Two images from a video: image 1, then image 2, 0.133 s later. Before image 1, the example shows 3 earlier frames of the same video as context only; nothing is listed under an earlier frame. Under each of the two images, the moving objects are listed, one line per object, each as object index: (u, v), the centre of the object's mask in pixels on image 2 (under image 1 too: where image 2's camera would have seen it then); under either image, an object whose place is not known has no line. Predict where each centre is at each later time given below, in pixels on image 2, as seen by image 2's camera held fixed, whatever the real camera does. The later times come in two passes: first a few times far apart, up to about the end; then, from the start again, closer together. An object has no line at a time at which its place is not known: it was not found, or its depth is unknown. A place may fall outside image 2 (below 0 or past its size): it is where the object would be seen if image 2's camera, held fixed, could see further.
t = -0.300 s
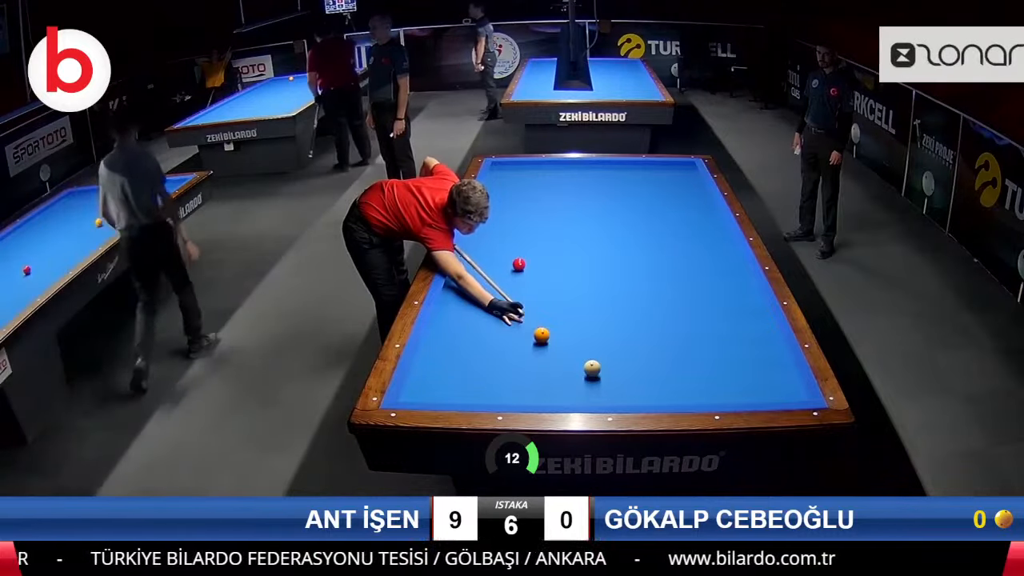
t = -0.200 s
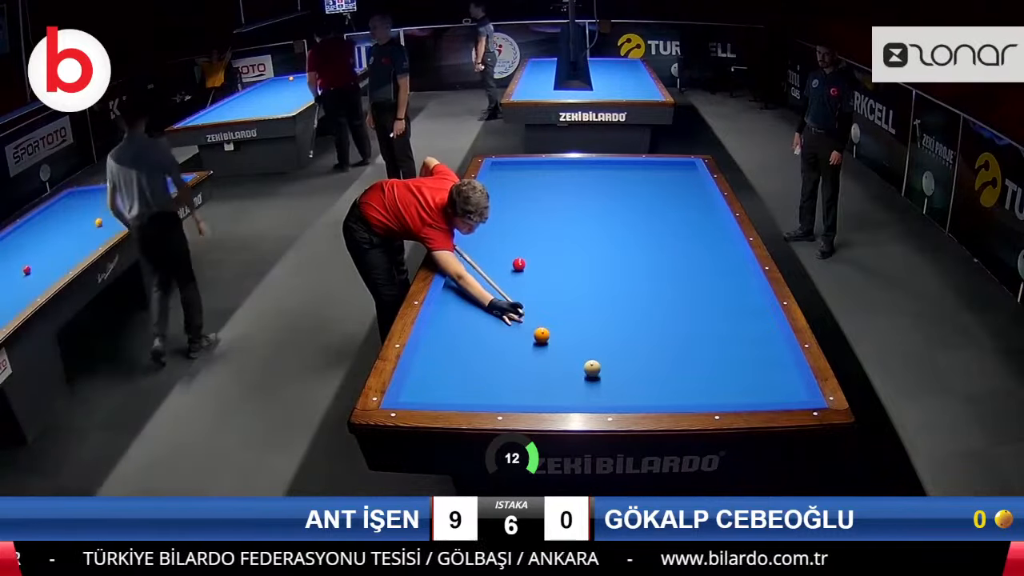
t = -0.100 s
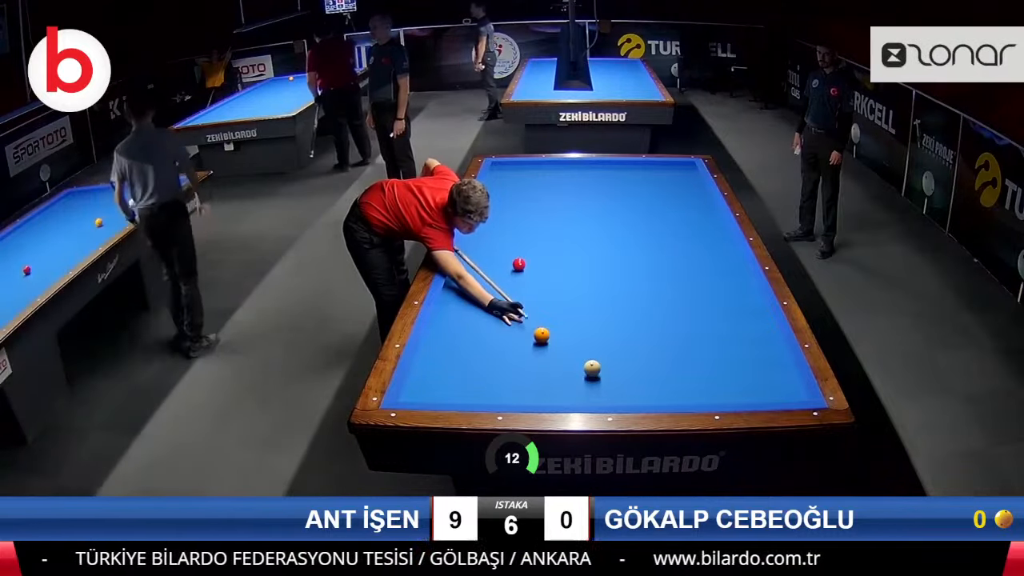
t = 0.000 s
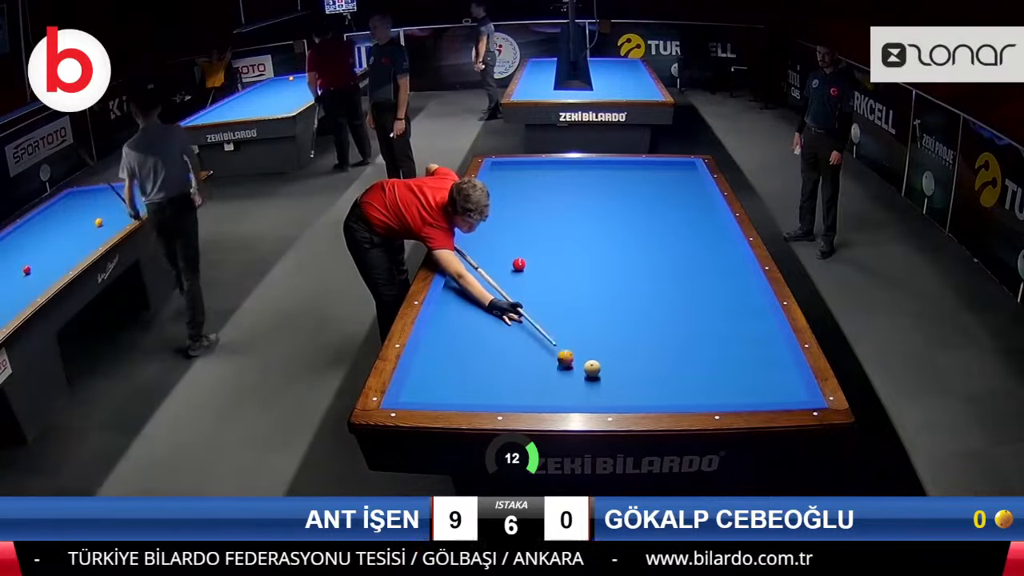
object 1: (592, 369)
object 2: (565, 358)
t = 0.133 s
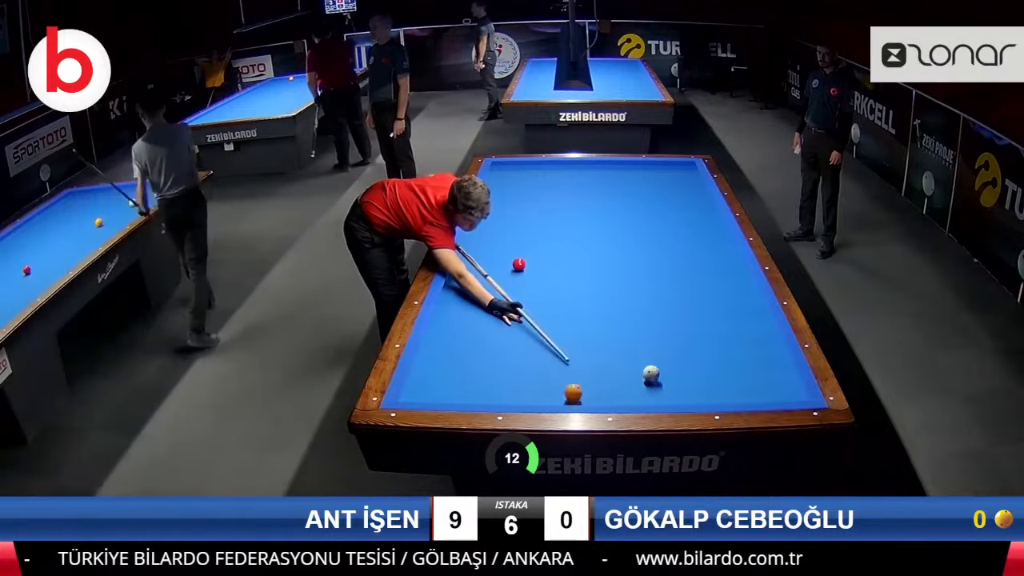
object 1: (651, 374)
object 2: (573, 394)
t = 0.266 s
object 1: (711, 379)
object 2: (588, 353)
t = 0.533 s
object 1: (785, 387)
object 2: (613, 300)
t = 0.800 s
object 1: (724, 396)
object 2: (634, 263)
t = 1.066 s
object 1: (670, 396)
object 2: (651, 234)
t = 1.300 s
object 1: (623, 394)
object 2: (662, 212)
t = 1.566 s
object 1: (570, 390)
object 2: (674, 191)
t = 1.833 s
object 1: (520, 384)
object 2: (683, 174)
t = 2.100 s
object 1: (471, 380)
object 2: (692, 166)
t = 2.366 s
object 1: (426, 374)
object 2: (692, 174)
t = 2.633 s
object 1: (442, 369)
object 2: (693, 182)
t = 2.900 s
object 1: (469, 363)
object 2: (694, 190)
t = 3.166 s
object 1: (495, 358)
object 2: (695, 199)
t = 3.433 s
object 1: (520, 353)
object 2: (696, 209)
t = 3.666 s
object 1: (541, 349)
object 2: (697, 217)
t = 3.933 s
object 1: (563, 344)
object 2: (698, 227)
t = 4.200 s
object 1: (584, 339)
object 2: (698, 238)
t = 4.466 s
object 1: (604, 335)
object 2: (699, 249)
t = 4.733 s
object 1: (623, 331)
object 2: (700, 262)
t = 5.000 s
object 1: (640, 327)
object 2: (701, 274)
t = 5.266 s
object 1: (657, 323)
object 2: (701, 287)
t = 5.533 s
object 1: (672, 320)
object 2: (702, 301)
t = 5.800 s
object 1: (686, 316)
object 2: (703, 316)
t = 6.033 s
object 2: (703, 330)
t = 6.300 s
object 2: (703, 346)
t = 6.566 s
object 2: (704, 363)
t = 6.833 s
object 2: (704, 381)
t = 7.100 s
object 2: (704, 397)
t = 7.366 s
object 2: (697, 391)
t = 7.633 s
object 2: (691, 381)
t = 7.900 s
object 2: (685, 373)
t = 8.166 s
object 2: (680, 365)
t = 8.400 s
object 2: (675, 358)
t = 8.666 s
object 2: (670, 352)
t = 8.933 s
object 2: (665, 345)
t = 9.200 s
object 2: (661, 340)
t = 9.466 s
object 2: (657, 335)
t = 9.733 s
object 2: (654, 330)
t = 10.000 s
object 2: (650, 326)
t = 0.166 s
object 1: (667, 376)
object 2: (577, 383)
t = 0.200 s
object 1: (682, 377)
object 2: (580, 372)
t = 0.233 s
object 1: (697, 378)
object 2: (584, 363)
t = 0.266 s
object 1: (711, 379)
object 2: (588, 353)
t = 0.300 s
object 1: (725, 380)
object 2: (591, 345)
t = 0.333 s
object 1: (738, 381)
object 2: (594, 337)
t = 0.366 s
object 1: (750, 382)
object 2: (597, 330)
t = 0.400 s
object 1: (762, 383)
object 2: (600, 323)
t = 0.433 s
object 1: (774, 383)
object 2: (604, 317)
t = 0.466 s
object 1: (786, 384)
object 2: (607, 311)
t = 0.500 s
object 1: (795, 385)
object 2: (610, 305)
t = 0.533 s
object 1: (785, 387)
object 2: (613, 300)
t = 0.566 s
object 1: (777, 388)
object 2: (616, 295)
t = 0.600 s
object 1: (768, 389)
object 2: (619, 290)
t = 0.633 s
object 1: (760, 391)
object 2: (621, 285)
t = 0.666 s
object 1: (752, 392)
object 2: (624, 280)
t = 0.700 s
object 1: (745, 393)
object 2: (627, 276)
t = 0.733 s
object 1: (738, 394)
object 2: (629, 272)
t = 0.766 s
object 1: (731, 395)
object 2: (632, 267)
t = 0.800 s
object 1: (724, 396)
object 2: (634, 263)
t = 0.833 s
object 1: (717, 397)
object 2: (636, 259)
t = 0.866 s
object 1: (710, 398)
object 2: (638, 255)
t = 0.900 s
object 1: (703, 398)
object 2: (641, 251)
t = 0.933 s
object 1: (697, 397)
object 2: (643, 248)
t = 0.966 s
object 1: (690, 397)
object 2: (645, 244)
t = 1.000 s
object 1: (683, 397)
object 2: (647, 240)
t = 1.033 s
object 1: (676, 397)
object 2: (649, 237)
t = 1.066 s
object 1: (670, 396)
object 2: (651, 234)
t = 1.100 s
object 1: (663, 396)
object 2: (652, 230)
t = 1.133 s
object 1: (656, 396)
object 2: (654, 227)
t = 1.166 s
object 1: (649, 395)
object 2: (656, 224)
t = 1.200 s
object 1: (643, 395)
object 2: (658, 221)
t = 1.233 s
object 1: (636, 395)
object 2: (659, 218)
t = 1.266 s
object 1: (630, 395)
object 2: (661, 215)
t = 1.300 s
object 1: (623, 394)
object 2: (662, 212)
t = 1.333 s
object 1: (616, 394)
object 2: (664, 210)
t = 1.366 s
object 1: (610, 393)
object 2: (665, 207)
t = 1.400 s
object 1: (603, 392)
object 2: (667, 204)
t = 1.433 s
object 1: (596, 392)
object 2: (669, 201)
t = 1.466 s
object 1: (590, 392)
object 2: (670, 199)
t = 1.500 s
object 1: (583, 391)
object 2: (671, 196)
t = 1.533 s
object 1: (577, 391)
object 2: (672, 194)
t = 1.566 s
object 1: (570, 390)
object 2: (674, 191)
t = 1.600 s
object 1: (564, 389)
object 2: (675, 189)
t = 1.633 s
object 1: (557, 388)
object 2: (676, 187)
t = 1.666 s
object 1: (551, 388)
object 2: (678, 185)
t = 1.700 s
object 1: (544, 387)
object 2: (679, 183)
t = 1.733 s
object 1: (538, 387)
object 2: (680, 181)
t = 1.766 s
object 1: (532, 386)
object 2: (681, 178)
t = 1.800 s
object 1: (526, 385)
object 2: (682, 176)
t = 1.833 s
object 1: (520, 384)
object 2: (683, 174)
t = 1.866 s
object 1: (513, 384)
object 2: (684, 173)
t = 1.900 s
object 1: (507, 383)
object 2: (685, 171)
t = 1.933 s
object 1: (501, 383)
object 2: (686, 169)
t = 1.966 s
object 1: (495, 382)
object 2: (687, 167)
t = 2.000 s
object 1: (489, 381)
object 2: (689, 165)
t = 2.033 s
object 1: (483, 381)
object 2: (689, 163)
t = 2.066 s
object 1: (477, 380)
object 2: (691, 164)
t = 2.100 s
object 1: (471, 380)
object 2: (692, 166)
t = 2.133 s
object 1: (465, 379)
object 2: (692, 167)
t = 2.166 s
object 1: (460, 378)
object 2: (692, 168)
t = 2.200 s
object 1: (454, 378)
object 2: (692, 170)
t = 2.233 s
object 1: (448, 377)
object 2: (692, 170)
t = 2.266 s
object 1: (442, 376)
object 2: (692, 171)
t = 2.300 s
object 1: (437, 375)
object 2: (692, 172)
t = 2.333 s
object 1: (431, 375)
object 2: (692, 173)
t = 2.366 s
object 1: (426, 374)
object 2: (692, 174)
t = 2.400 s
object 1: (420, 374)
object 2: (692, 175)
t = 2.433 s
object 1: (419, 373)
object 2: (693, 176)
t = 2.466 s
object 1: (423, 372)
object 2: (693, 177)
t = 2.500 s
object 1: (428, 372)
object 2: (693, 178)
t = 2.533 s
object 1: (431, 371)
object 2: (693, 179)
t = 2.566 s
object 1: (435, 370)
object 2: (693, 180)
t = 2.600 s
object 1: (438, 369)
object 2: (693, 181)
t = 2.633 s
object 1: (442, 369)
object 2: (693, 182)
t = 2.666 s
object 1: (445, 368)
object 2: (693, 183)
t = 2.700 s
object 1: (448, 367)
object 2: (693, 184)
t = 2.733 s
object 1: (452, 367)
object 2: (694, 185)
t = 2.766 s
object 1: (455, 366)
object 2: (694, 186)
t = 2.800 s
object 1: (459, 365)
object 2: (694, 187)
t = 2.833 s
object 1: (462, 364)
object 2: (694, 188)
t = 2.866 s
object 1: (466, 364)
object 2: (694, 189)
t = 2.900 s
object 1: (469, 363)
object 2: (694, 190)
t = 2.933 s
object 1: (472, 363)
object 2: (694, 192)
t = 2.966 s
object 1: (475, 362)
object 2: (694, 192)
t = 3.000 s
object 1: (479, 361)
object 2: (694, 194)
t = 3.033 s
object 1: (482, 361)
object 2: (695, 195)
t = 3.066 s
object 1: (485, 360)
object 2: (695, 196)
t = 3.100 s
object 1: (488, 359)
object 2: (695, 197)
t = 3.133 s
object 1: (492, 359)
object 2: (695, 198)
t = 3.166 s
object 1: (495, 358)
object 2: (695, 199)
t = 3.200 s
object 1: (498, 357)
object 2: (695, 200)
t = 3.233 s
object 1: (501, 357)
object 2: (695, 202)
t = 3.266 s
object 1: (504, 356)
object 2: (696, 203)
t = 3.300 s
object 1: (507, 355)
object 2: (696, 204)
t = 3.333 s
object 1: (511, 355)
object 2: (696, 205)
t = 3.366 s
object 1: (514, 354)
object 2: (696, 206)
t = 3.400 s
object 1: (516, 353)
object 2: (696, 208)
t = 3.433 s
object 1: (520, 353)
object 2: (696, 209)
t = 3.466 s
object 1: (523, 352)
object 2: (696, 210)
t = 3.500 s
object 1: (526, 351)
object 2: (696, 211)
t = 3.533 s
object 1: (529, 351)
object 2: (696, 212)
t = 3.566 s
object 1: (532, 351)
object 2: (697, 213)
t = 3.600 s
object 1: (535, 350)
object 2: (697, 215)
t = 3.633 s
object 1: (538, 349)
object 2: (697, 216)
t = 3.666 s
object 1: (541, 349)
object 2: (697, 217)
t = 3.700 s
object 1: (543, 348)
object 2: (697, 219)
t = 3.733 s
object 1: (546, 348)
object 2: (697, 220)
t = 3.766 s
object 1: (549, 347)
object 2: (697, 221)
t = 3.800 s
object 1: (552, 346)
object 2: (697, 222)
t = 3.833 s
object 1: (555, 345)
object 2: (697, 224)
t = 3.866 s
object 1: (558, 345)
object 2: (697, 225)
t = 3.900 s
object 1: (560, 344)
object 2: (697, 226)
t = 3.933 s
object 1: (563, 344)
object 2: (698, 227)
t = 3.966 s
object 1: (566, 343)
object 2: (698, 229)
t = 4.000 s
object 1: (568, 343)
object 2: (698, 230)
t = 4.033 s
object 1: (571, 342)
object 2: (698, 231)
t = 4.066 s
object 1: (574, 342)
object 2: (698, 233)
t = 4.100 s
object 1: (576, 341)
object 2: (698, 234)
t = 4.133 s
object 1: (579, 340)
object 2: (698, 235)
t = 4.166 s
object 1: (582, 340)
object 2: (698, 237)
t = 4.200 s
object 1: (584, 339)
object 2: (698, 238)
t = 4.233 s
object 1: (587, 339)
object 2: (699, 239)
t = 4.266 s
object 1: (589, 338)
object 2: (699, 241)
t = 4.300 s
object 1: (592, 338)
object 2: (699, 242)
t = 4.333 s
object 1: (594, 337)
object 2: (699, 244)
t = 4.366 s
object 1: (597, 337)
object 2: (699, 245)
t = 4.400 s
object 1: (599, 336)
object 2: (699, 247)
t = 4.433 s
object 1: (602, 335)
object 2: (699, 248)
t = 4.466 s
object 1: (604, 335)
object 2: (699, 249)
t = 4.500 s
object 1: (606, 334)
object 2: (699, 251)
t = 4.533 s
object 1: (609, 334)
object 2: (699, 252)
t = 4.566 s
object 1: (611, 333)
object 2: (699, 254)
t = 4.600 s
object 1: (614, 333)
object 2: (700, 255)
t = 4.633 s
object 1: (616, 332)
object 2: (700, 257)
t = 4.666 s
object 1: (618, 332)
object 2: (700, 258)
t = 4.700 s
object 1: (621, 331)
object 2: (700, 260)
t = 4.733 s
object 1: (623, 331)
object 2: (700, 262)
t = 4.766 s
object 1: (625, 330)
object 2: (700, 263)
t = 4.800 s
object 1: (627, 330)
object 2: (700, 264)
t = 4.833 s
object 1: (629, 329)
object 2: (700, 266)
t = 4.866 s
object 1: (631, 328)
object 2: (700, 268)
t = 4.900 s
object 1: (634, 328)
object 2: (701, 269)
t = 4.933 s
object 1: (636, 327)
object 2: (701, 271)
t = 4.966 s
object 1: (638, 327)
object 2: (701, 272)
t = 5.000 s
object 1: (640, 327)
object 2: (701, 274)
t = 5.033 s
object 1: (642, 326)
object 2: (701, 276)
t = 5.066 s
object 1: (644, 326)
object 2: (701, 277)
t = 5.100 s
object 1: (647, 325)
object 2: (701, 279)
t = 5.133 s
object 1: (648, 325)
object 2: (701, 281)
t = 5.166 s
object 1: (650, 324)
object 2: (701, 282)
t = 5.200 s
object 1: (652, 324)
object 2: (701, 284)
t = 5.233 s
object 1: (654, 323)
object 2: (701, 286)
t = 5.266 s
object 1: (657, 323)
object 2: (701, 287)
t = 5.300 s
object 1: (659, 323)
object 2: (701, 289)
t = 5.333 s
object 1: (661, 322)
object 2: (701, 291)
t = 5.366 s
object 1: (663, 322)
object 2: (701, 292)
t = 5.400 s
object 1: (664, 321)
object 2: (702, 294)
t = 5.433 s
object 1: (666, 321)
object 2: (702, 296)
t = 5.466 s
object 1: (668, 321)
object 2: (702, 298)
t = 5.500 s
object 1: (670, 320)
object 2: (702, 299)
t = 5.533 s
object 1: (672, 320)
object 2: (702, 301)
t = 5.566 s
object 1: (674, 319)
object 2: (702, 303)
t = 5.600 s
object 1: (676, 319)
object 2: (702, 305)
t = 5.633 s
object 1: (677, 319)
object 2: (702, 307)
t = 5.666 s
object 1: (679, 318)
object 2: (702, 309)
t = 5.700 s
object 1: (681, 317)
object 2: (703, 310)
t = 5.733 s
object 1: (683, 317)
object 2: (703, 312)
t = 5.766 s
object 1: (684, 317)
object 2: (703, 314)
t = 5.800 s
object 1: (686, 316)
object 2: (703, 316)
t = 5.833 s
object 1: (687, 316)
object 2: (703, 318)
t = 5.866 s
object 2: (703, 320)
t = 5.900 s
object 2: (703, 322)
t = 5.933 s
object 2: (703, 323)
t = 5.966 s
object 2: (703, 326)
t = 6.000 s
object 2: (703, 327)
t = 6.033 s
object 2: (703, 330)
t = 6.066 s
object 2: (703, 331)
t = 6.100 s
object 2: (703, 334)
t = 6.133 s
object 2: (703, 335)
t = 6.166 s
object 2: (703, 338)
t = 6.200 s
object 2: (703, 340)
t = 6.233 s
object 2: (703, 342)
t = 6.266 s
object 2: (703, 344)
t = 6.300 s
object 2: (703, 346)
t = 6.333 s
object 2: (703, 348)
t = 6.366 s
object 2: (704, 350)
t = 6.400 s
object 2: (704, 352)
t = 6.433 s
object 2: (704, 354)
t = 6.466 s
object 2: (704, 356)
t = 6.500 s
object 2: (704, 359)
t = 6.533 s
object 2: (704, 361)
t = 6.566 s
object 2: (704, 363)
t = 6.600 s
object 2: (704, 365)
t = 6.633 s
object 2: (704, 367)
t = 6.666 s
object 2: (704, 369)
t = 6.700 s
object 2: (704, 372)
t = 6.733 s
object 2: (704, 374)
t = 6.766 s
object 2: (704, 376)
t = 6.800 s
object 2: (704, 378)
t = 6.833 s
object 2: (704, 381)
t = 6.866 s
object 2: (704, 383)
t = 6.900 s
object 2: (704, 385)
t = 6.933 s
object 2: (704, 387)
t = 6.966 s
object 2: (704, 390)
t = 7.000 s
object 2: (704, 392)
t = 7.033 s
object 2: (704, 394)
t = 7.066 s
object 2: (704, 396)
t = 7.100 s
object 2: (704, 397)
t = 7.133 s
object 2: (703, 398)
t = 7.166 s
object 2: (702, 397)
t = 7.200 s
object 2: (701, 396)
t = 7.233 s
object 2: (701, 395)
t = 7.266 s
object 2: (700, 394)
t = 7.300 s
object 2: (699, 393)
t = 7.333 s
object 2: (698, 392)
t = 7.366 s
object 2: (697, 391)
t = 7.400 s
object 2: (697, 390)
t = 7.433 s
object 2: (696, 389)
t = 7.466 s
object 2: (695, 388)
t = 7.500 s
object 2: (694, 386)
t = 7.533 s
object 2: (693, 385)
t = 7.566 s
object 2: (692, 384)
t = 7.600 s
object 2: (692, 383)
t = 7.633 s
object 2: (691, 381)
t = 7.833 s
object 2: (686, 375)
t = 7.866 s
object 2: (686, 374)
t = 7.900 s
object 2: (685, 373)
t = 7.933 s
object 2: (684, 371)
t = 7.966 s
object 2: (684, 370)
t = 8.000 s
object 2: (683, 369)
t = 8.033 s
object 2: (682, 368)
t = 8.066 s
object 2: (682, 368)
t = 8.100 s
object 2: (681, 367)
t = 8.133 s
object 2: (680, 366)
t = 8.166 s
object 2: (680, 365)
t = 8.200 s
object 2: (679, 364)
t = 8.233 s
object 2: (678, 363)
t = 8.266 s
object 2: (678, 362)
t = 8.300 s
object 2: (677, 361)
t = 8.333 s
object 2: (676, 360)
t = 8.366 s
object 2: (676, 359)
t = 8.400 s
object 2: (675, 358)
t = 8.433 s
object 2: (674, 357)
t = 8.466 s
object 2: (674, 356)
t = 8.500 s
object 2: (673, 356)
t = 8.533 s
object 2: (673, 355)
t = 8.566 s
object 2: (672, 354)
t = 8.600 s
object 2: (671, 353)
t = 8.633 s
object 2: (670, 352)
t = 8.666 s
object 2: (670, 352)
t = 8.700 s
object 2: (669, 351)
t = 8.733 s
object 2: (669, 350)
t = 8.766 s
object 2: (668, 349)
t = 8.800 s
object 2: (667, 349)
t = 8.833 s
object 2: (667, 347)
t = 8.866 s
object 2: (666, 347)
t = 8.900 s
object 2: (666, 346)
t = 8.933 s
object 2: (665, 345)
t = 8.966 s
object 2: (665, 344)
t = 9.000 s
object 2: (664, 344)
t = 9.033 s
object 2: (664, 343)
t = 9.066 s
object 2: (663, 342)
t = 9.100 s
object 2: (663, 342)
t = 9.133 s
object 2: (662, 341)
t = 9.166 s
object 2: (661, 340)
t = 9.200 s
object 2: (661, 340)
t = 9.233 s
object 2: (660, 339)
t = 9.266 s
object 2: (660, 338)
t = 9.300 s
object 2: (659, 338)
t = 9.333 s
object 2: (659, 337)
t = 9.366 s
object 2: (658, 336)
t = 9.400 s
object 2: (658, 336)
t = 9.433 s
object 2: (657, 335)
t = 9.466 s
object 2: (657, 335)
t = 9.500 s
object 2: (656, 334)
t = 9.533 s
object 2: (656, 334)
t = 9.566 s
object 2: (656, 333)
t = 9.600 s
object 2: (655, 332)
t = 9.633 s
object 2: (655, 332)
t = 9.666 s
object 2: (655, 331)
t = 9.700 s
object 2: (654, 331)
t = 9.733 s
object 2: (654, 330)
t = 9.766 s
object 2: (653, 330)
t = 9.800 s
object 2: (653, 329)
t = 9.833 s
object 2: (652, 329)
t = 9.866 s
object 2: (652, 328)
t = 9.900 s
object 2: (652, 328)
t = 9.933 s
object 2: (651, 327)
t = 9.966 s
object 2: (651, 327)
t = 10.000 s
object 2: (650, 326)
